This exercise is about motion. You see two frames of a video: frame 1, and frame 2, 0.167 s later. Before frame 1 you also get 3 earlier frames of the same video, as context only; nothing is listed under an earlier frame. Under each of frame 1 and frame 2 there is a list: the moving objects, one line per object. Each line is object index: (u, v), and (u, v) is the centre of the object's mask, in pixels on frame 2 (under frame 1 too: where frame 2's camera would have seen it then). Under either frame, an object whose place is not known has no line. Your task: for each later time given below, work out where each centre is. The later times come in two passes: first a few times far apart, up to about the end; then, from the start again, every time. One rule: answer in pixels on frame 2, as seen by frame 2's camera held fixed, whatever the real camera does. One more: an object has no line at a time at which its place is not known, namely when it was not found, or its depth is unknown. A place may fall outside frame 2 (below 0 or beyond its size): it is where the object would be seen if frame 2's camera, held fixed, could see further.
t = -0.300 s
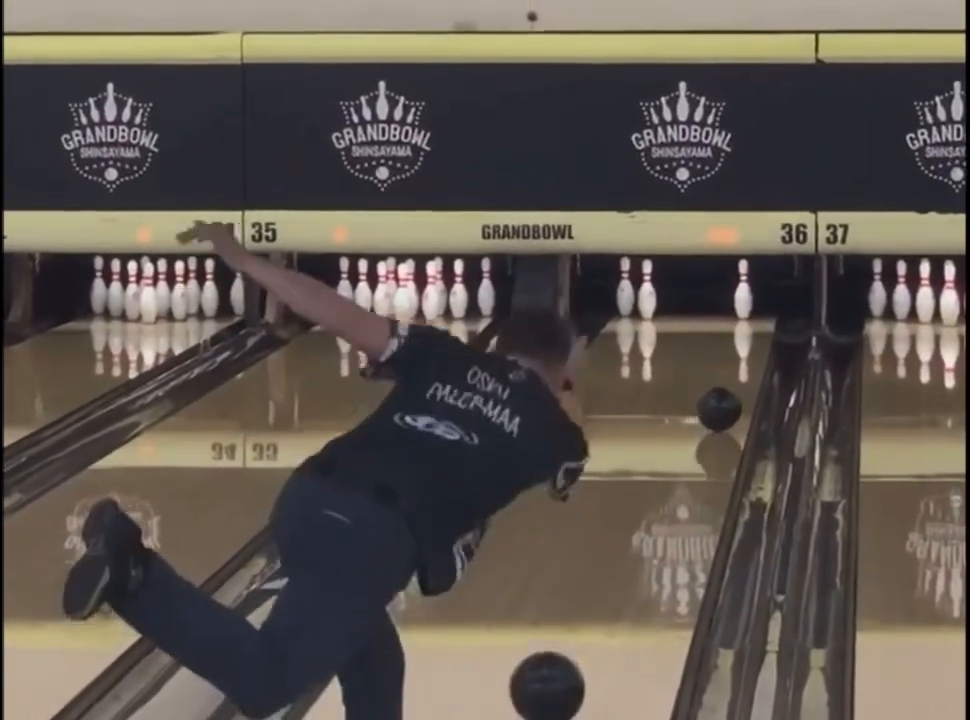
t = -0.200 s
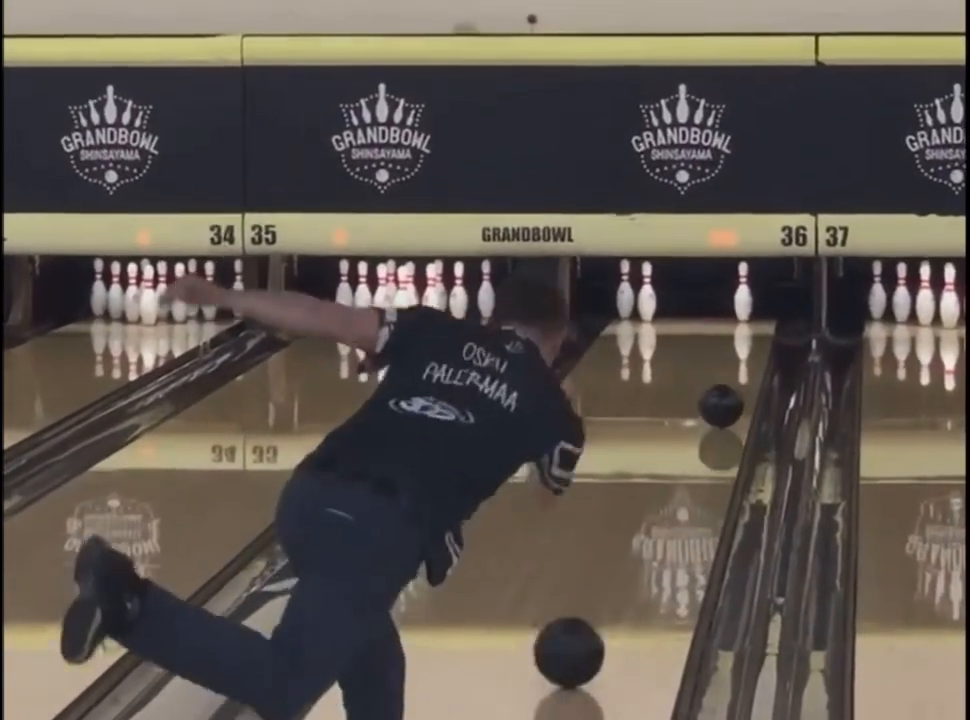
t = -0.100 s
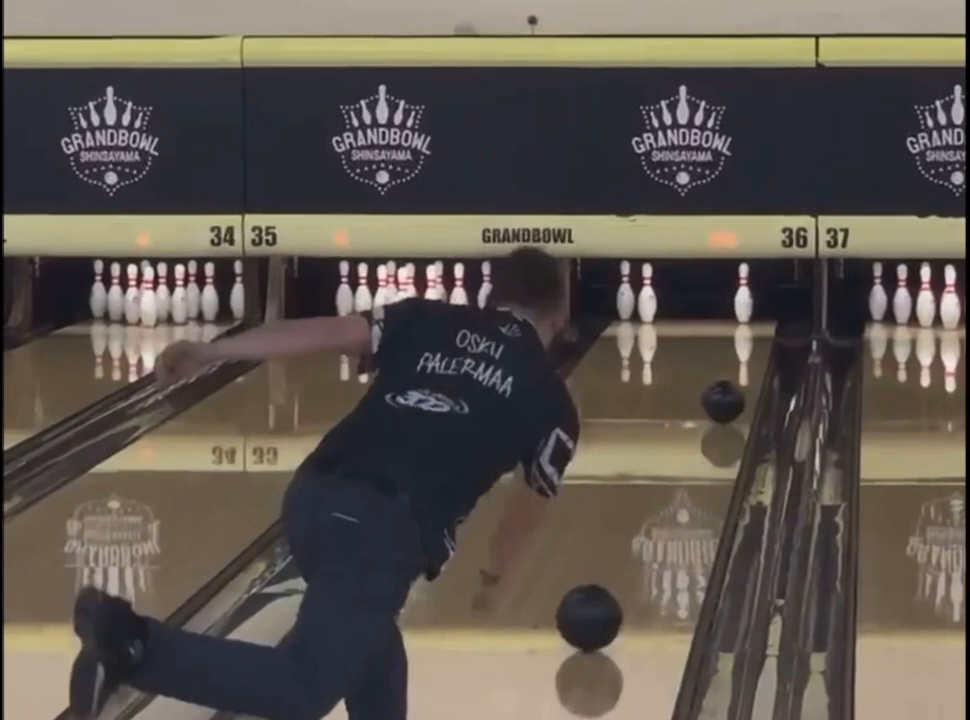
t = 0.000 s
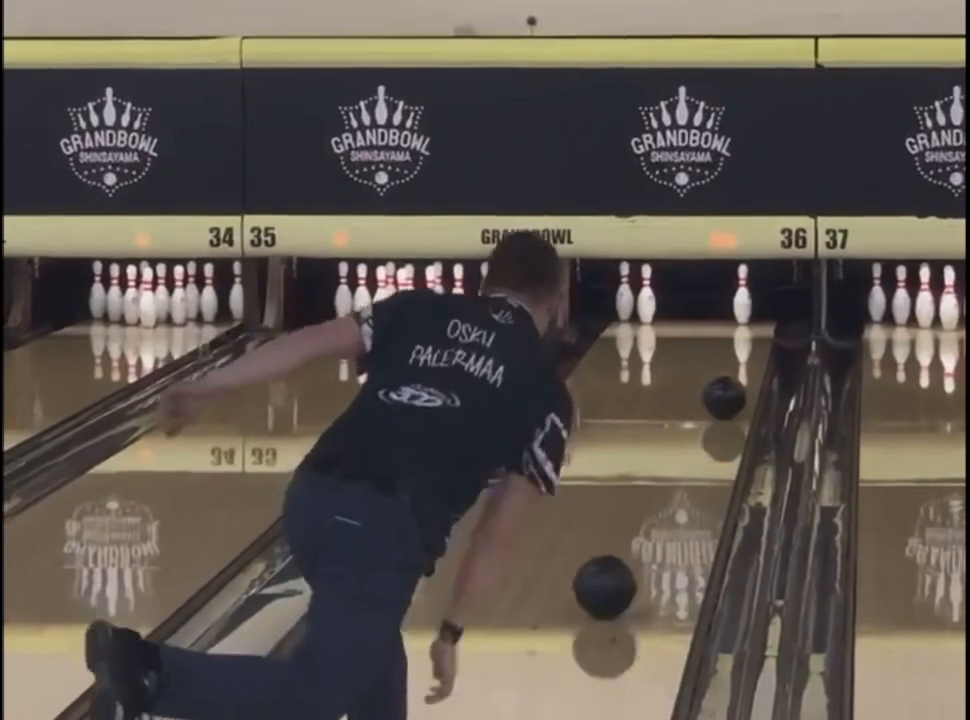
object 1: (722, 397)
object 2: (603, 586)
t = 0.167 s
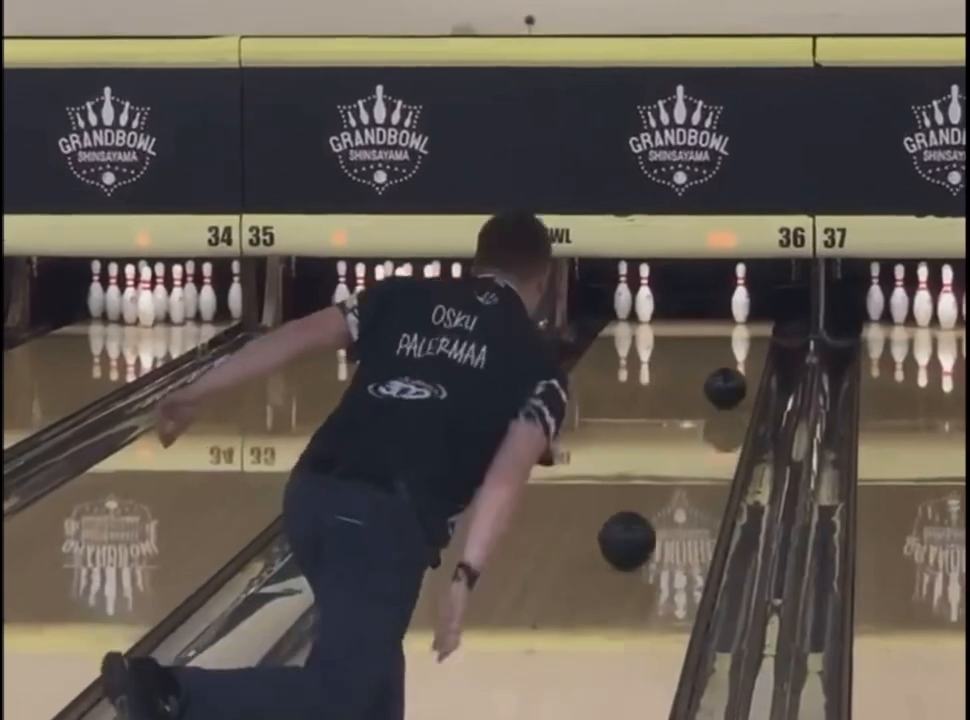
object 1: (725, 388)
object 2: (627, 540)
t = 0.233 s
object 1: (726, 385)
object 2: (635, 524)
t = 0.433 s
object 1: (730, 375)
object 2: (656, 478)
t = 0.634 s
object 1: (732, 367)
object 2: (672, 441)
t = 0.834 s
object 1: (735, 358)
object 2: (684, 410)
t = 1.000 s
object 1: (737, 351)
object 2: (692, 387)
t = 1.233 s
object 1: (740, 341)
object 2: (699, 358)
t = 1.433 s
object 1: (744, 332)
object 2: (698, 334)
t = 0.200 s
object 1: (726, 387)
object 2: (631, 532)
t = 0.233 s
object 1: (726, 385)
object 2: (635, 524)
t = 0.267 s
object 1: (727, 383)
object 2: (639, 516)
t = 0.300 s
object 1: (727, 382)
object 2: (643, 508)
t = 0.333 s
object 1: (728, 380)
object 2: (646, 500)
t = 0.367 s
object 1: (728, 379)
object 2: (649, 493)
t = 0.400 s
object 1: (729, 377)
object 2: (653, 486)
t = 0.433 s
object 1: (730, 375)
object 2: (656, 478)
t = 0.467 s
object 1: (730, 374)
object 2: (659, 472)
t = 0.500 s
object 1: (731, 372)
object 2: (661, 465)
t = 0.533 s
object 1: (730, 371)
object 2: (664, 459)
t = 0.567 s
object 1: (731, 369)
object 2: (667, 453)
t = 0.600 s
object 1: (732, 368)
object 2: (669, 447)
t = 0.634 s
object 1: (732, 367)
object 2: (672, 441)
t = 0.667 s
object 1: (733, 365)
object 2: (674, 436)
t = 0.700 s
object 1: (733, 364)
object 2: (676, 431)
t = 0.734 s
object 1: (733, 362)
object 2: (678, 425)
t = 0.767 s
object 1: (734, 361)
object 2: (681, 420)
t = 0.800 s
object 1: (734, 359)
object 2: (682, 415)
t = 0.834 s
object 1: (735, 358)
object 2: (684, 410)
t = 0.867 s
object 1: (735, 357)
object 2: (686, 405)
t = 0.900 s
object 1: (736, 355)
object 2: (687, 400)
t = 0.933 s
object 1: (736, 354)
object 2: (689, 396)
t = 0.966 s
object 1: (736, 353)
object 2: (691, 391)
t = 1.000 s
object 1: (737, 351)
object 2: (692, 387)
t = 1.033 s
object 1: (737, 350)
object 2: (693, 383)
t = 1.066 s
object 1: (738, 348)
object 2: (695, 378)
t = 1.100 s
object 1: (738, 347)
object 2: (696, 374)
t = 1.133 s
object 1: (739, 345)
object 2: (698, 370)
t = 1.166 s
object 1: (739, 343)
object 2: (699, 366)
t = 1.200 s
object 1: (740, 342)
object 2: (699, 362)
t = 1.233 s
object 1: (740, 341)
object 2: (699, 358)
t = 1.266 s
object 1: (741, 339)
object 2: (699, 355)
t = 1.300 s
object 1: (742, 338)
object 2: (700, 350)
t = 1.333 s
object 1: (742, 336)
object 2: (699, 346)
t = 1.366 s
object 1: (743, 335)
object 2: (699, 343)
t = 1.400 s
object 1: (743, 333)
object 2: (698, 338)
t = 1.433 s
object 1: (744, 332)
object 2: (698, 334)
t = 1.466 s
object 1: (744, 331)
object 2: (697, 332)
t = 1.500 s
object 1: (745, 330)
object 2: (696, 330)
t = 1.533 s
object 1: (746, 328)
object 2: (695, 326)
